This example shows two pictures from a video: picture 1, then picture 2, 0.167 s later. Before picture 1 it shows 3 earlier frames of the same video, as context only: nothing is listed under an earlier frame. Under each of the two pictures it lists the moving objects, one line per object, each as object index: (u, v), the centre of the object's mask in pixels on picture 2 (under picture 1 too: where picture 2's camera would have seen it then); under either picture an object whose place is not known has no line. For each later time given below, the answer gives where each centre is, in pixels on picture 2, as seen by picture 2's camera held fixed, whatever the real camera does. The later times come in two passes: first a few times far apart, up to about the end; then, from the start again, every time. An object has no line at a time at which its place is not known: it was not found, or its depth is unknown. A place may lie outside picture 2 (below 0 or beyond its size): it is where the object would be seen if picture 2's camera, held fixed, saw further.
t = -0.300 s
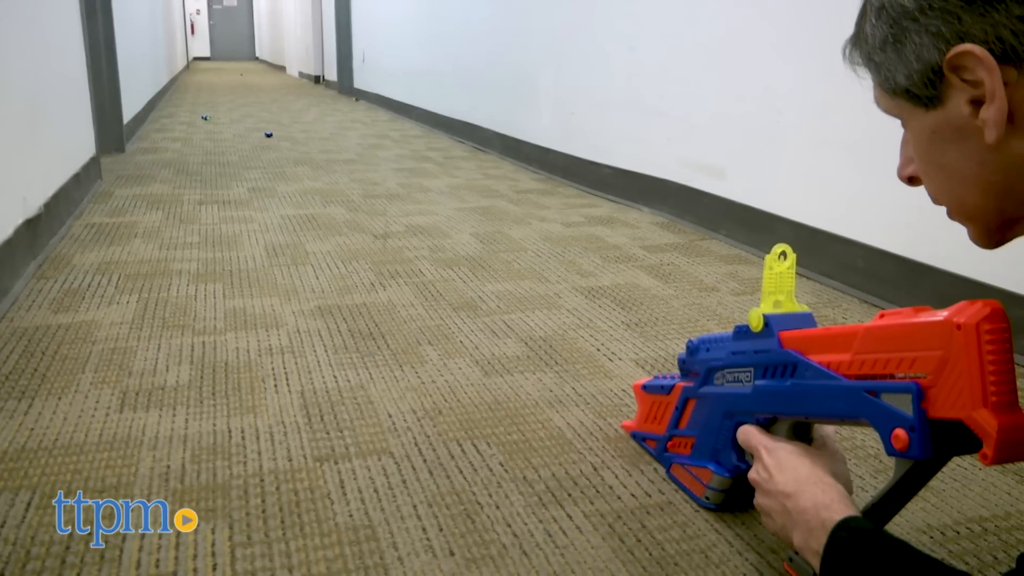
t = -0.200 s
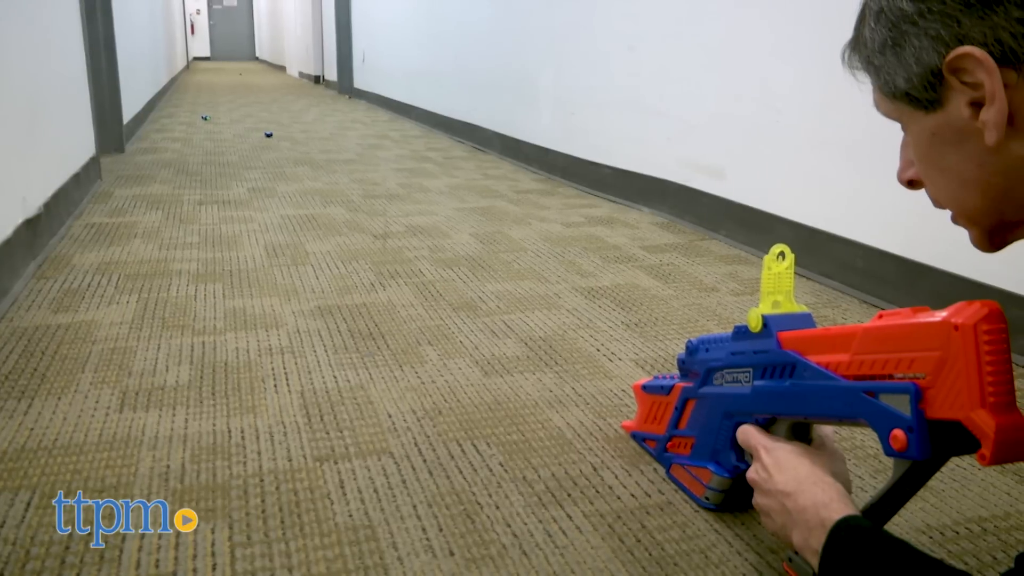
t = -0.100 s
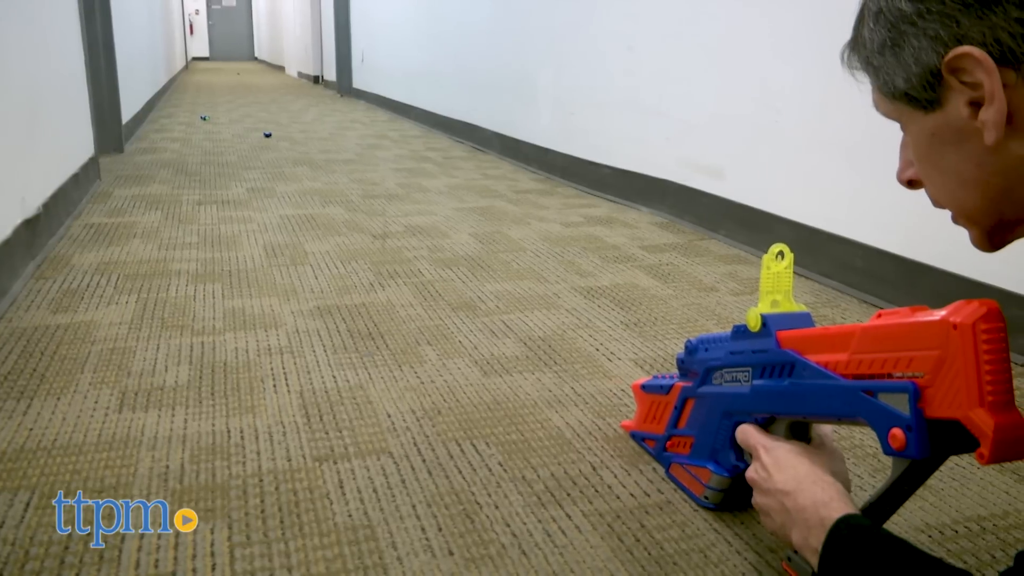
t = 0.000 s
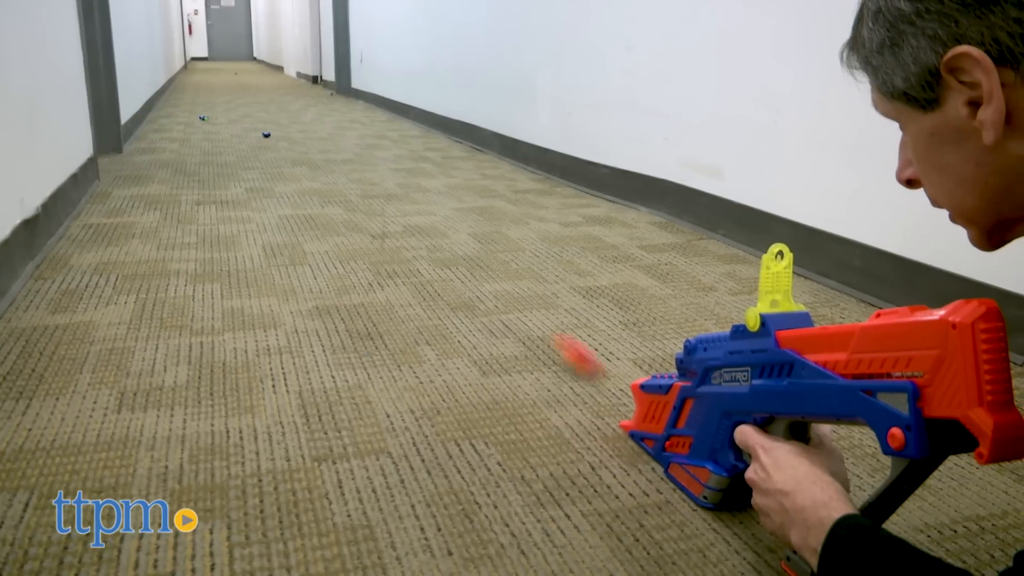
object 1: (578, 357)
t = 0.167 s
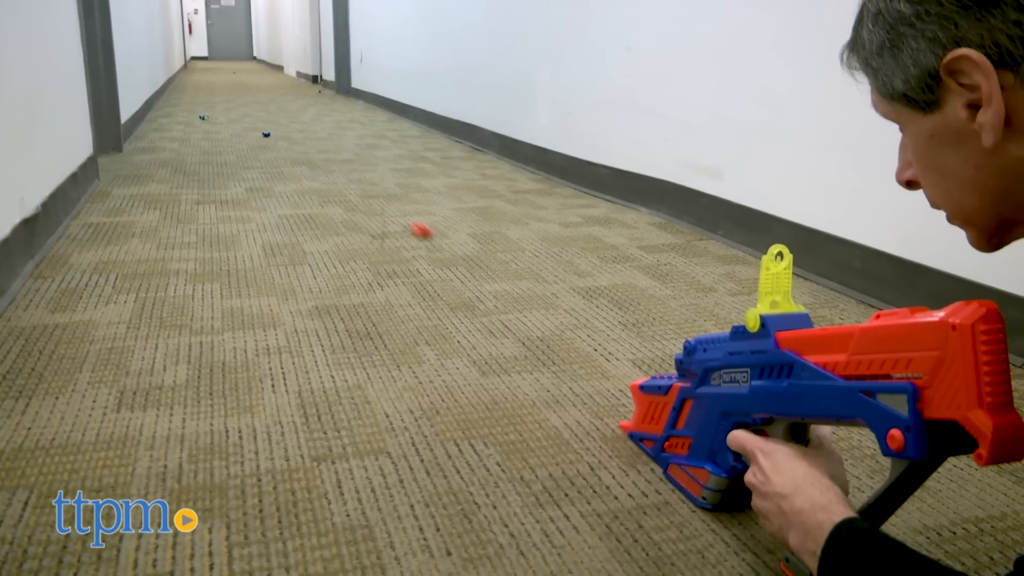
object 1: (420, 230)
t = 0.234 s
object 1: (389, 207)
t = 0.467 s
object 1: (329, 157)
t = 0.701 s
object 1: (304, 132)
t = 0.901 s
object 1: (287, 118)
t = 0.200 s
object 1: (404, 218)
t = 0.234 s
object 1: (389, 207)
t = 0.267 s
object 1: (378, 196)
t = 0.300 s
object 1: (370, 188)
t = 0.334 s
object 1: (361, 181)
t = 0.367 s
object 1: (353, 175)
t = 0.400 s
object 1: (344, 168)
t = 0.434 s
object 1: (336, 163)
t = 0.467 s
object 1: (329, 157)
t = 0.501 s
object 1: (323, 153)
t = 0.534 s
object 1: (319, 149)
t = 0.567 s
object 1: (316, 145)
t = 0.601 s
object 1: (313, 142)
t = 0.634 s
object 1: (310, 137)
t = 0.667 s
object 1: (307, 134)
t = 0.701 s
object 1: (304, 132)
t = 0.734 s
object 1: (300, 128)
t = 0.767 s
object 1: (297, 126)
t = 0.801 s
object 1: (294, 123)
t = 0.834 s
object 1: (292, 122)
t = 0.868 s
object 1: (289, 119)
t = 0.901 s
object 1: (287, 118)
